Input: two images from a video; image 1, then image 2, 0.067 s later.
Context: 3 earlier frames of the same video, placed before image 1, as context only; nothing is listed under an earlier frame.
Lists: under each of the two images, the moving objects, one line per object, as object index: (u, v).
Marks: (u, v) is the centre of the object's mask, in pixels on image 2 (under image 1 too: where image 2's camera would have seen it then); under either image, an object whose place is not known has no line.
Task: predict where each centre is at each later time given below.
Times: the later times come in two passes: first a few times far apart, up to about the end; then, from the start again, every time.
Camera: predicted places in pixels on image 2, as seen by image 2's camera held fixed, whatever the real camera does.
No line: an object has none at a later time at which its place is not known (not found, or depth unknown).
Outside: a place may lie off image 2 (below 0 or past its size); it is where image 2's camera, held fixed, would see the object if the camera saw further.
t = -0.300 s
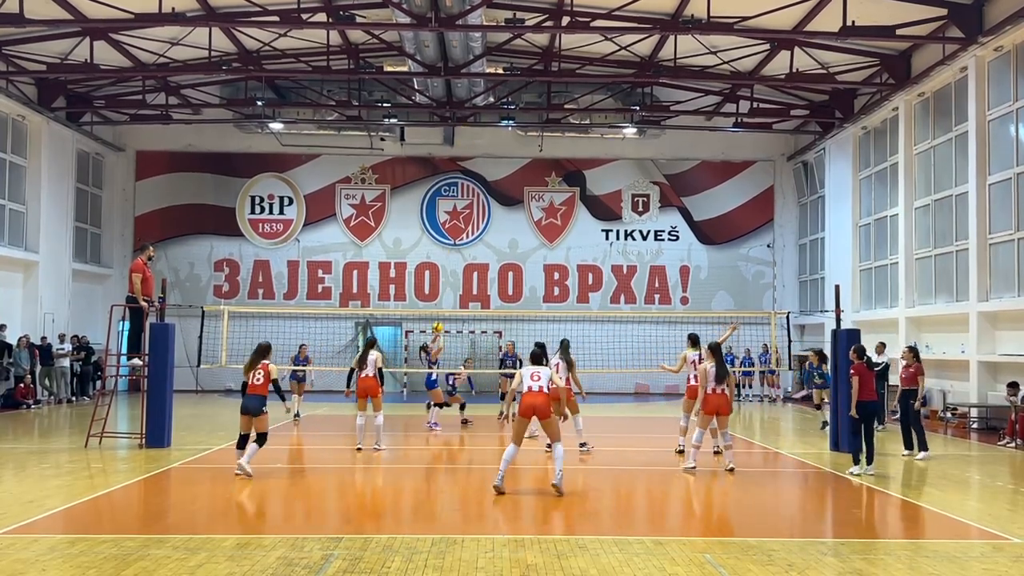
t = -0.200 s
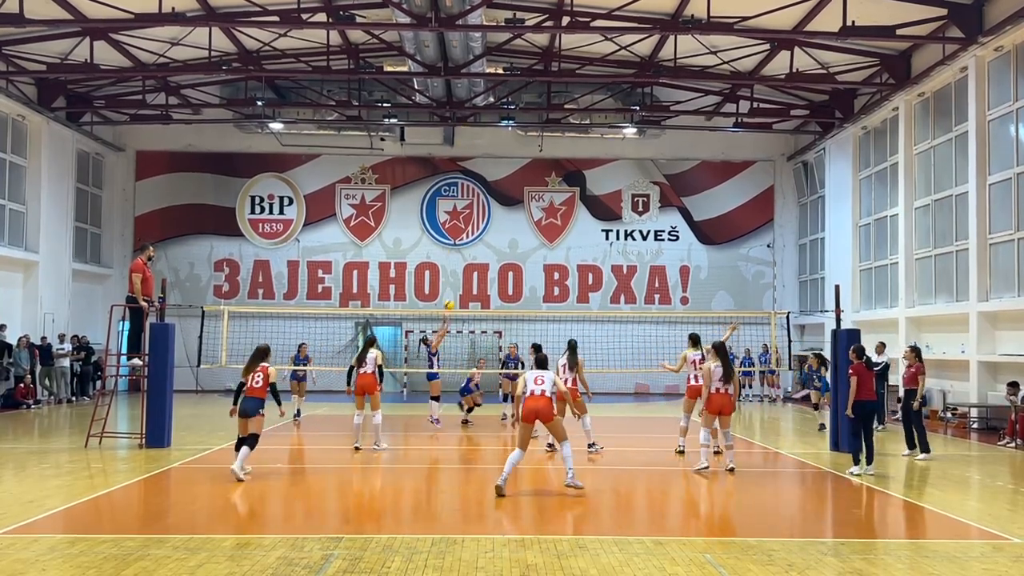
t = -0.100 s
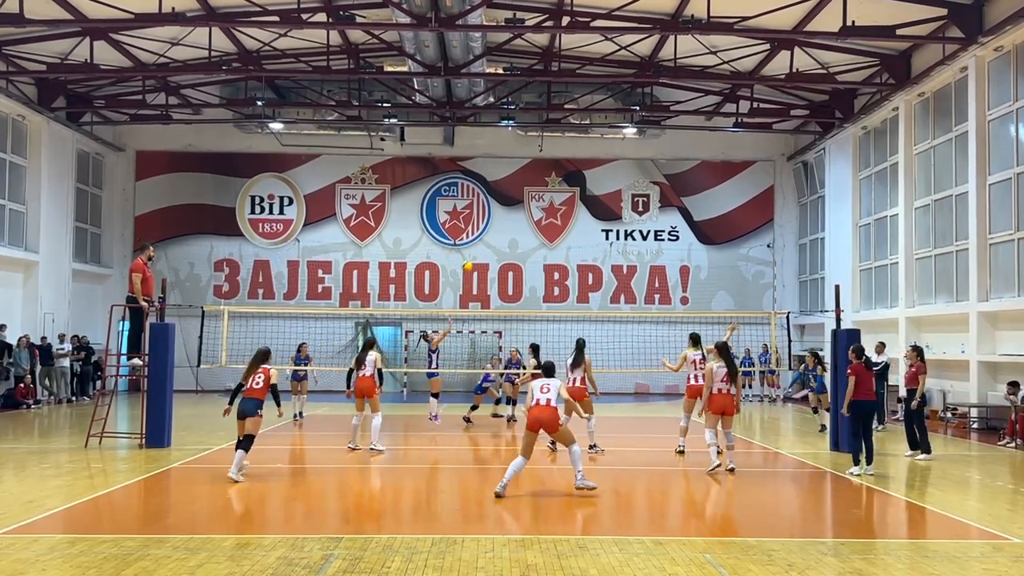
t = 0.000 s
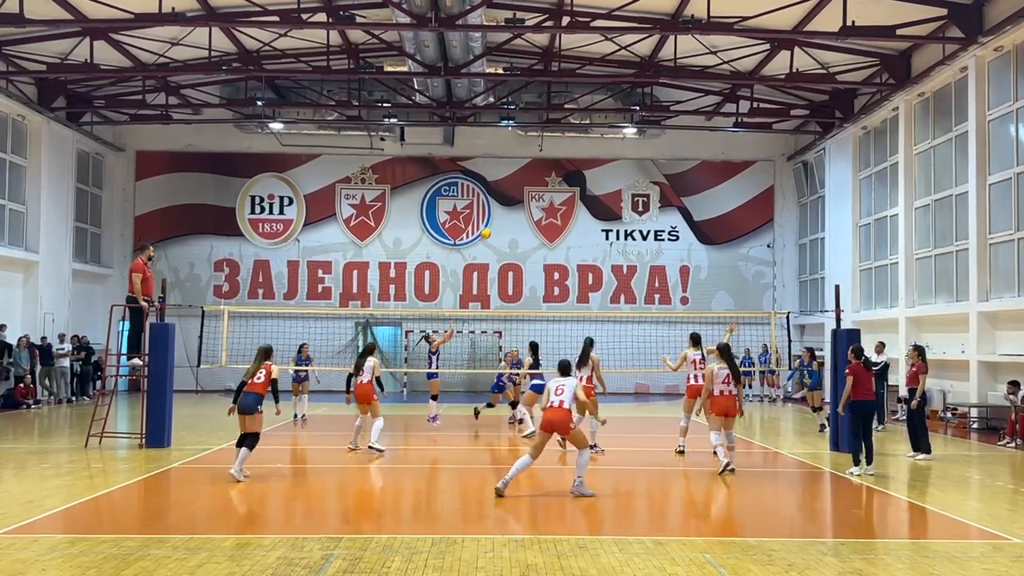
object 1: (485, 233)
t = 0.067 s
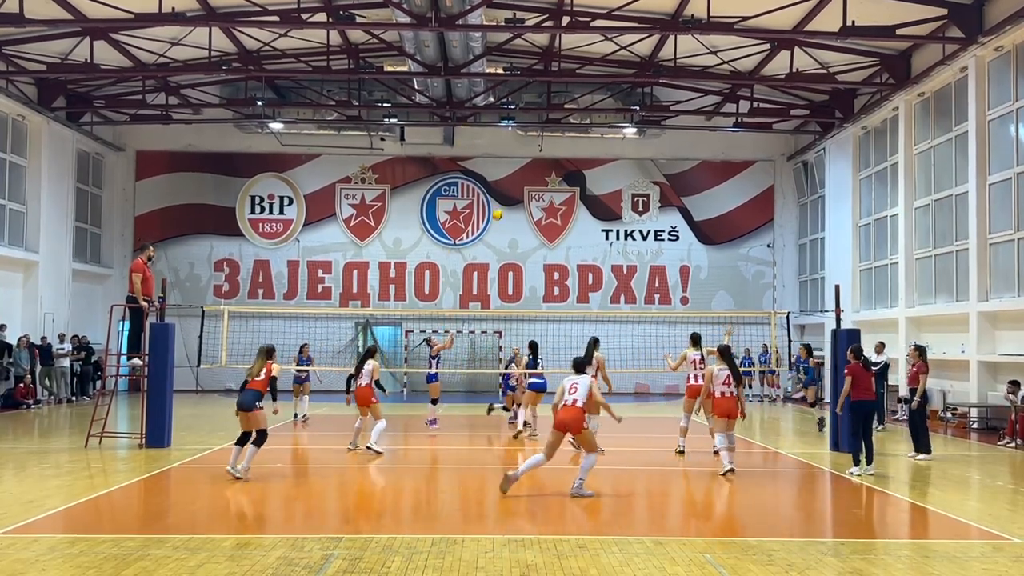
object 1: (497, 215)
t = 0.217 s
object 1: (524, 181)
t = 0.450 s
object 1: (565, 151)
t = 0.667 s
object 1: (603, 150)
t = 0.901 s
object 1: (642, 176)
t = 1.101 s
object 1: (676, 222)
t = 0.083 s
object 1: (500, 210)
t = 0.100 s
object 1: (504, 205)
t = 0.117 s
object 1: (506, 202)
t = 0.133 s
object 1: (510, 198)
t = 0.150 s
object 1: (512, 194)
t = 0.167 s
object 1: (515, 191)
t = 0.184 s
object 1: (518, 187)
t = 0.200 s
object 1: (521, 184)
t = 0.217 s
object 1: (524, 181)
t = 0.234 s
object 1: (527, 178)
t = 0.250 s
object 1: (530, 175)
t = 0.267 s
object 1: (533, 172)
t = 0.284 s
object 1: (536, 170)
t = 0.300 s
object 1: (539, 167)
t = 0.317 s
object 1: (541, 165)
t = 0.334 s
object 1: (544, 163)
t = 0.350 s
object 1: (547, 161)
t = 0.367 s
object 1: (550, 159)
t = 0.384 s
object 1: (553, 157)
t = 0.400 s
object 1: (556, 156)
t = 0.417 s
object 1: (559, 154)
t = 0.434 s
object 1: (562, 153)
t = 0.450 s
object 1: (565, 151)
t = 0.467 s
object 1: (568, 151)
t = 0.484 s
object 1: (571, 150)
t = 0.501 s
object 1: (574, 149)
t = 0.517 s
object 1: (576, 148)
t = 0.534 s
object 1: (580, 148)
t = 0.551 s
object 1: (582, 148)
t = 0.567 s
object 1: (585, 148)
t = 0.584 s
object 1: (588, 147)
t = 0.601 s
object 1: (591, 148)
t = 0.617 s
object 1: (594, 148)
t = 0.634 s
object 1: (597, 148)
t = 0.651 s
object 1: (599, 149)
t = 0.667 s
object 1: (603, 150)
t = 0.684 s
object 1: (605, 151)
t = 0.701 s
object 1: (608, 152)
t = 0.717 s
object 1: (611, 153)
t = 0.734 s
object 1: (614, 154)
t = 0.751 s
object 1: (617, 156)
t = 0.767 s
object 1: (620, 158)
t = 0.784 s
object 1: (622, 159)
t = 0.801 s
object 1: (626, 160)
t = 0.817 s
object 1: (629, 164)
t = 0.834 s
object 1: (631, 166)
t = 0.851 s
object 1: (634, 168)
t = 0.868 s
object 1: (637, 171)
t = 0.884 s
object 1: (639, 173)
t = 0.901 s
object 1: (642, 176)
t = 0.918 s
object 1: (645, 179)
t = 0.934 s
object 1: (648, 182)
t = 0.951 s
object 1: (651, 185)
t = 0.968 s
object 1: (654, 188)
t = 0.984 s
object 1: (657, 192)
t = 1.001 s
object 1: (659, 196)
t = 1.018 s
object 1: (662, 200)
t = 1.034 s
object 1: (665, 203)
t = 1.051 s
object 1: (667, 207)
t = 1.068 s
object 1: (671, 211)
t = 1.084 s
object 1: (673, 216)
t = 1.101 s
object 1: (676, 222)
